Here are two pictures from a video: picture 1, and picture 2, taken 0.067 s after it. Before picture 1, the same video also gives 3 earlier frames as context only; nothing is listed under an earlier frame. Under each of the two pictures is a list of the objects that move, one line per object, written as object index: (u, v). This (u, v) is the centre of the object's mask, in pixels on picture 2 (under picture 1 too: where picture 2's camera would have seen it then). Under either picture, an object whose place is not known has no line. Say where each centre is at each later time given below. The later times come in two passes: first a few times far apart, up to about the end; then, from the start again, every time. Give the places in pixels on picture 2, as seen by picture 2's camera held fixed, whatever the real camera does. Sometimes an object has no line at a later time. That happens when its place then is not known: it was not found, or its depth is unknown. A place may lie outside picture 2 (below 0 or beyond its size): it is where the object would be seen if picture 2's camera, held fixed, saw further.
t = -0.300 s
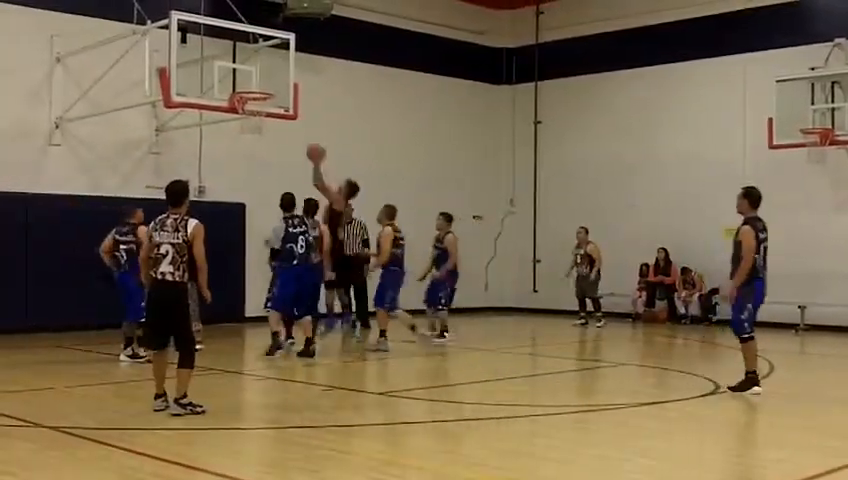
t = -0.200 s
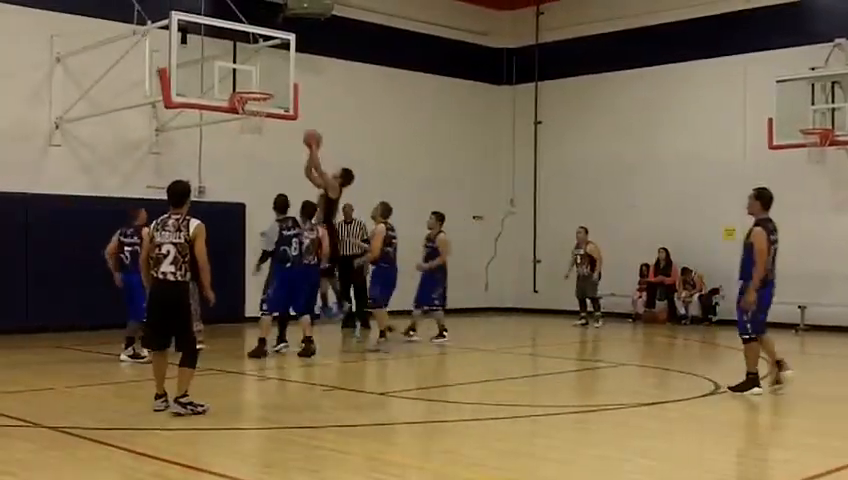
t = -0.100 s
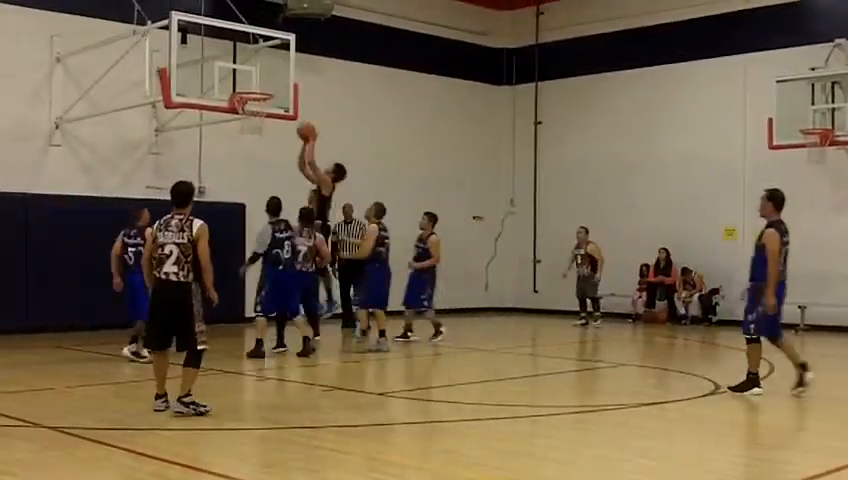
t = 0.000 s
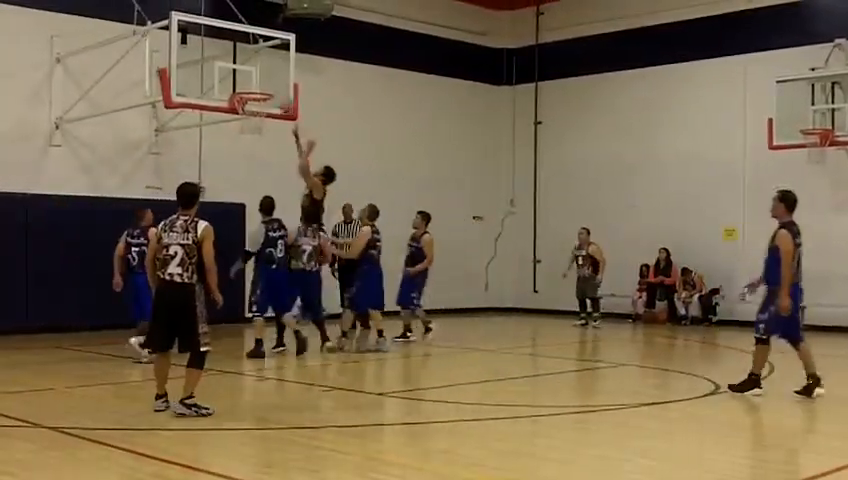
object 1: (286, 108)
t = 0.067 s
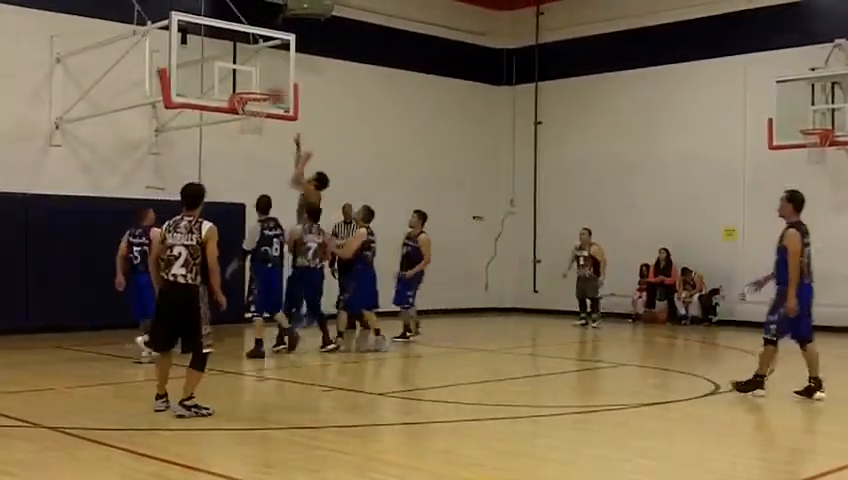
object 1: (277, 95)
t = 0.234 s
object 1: (247, 74)
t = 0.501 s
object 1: (251, 76)
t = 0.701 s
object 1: (269, 80)
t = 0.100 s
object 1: (268, 87)
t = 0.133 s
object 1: (258, 82)
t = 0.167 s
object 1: (248, 77)
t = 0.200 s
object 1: (247, 75)
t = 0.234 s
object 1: (247, 74)
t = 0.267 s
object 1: (246, 75)
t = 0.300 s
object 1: (246, 75)
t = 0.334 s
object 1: (245, 76)
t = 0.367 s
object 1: (245, 79)
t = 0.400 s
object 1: (244, 81)
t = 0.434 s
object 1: (245, 81)
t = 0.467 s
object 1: (248, 79)
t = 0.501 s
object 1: (251, 76)
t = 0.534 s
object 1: (254, 74)
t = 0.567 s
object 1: (258, 73)
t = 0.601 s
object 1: (260, 74)
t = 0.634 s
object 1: (263, 75)
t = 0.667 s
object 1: (266, 76)
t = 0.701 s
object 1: (269, 80)
